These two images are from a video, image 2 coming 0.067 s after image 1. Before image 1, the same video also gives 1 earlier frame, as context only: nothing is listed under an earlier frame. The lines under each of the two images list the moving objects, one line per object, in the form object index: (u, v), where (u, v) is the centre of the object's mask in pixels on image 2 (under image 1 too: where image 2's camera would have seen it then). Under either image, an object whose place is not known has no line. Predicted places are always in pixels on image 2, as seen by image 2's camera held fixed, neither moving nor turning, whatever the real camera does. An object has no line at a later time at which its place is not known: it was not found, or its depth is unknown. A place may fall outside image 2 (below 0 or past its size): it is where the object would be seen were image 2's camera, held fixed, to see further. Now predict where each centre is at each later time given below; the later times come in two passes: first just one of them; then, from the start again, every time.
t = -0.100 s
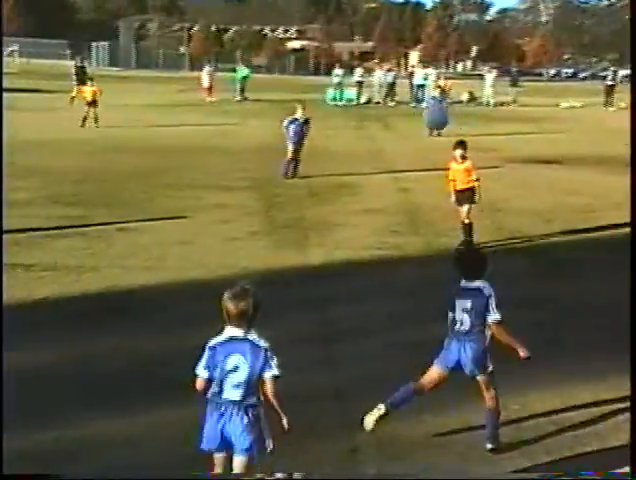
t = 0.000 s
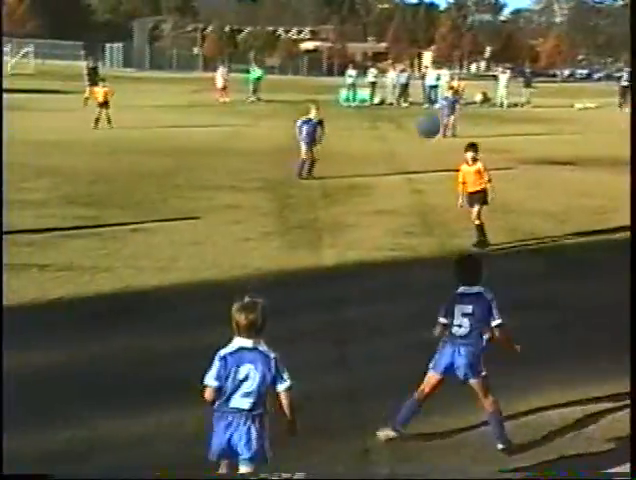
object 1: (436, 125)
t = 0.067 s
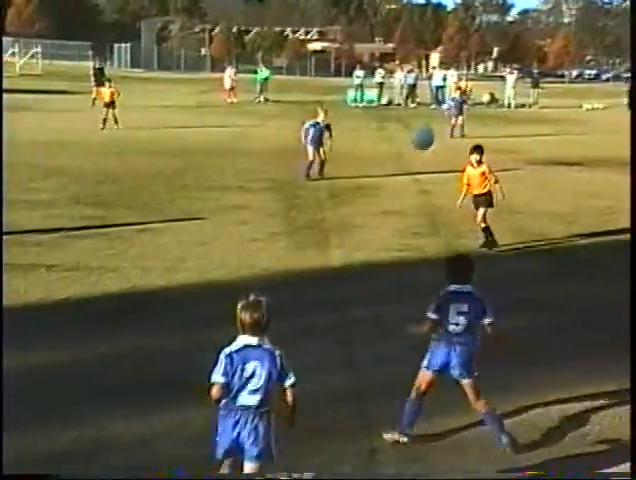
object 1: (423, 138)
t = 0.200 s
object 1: (401, 173)
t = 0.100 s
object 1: (417, 145)
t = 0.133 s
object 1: (409, 153)
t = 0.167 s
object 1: (405, 161)
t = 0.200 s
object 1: (401, 173)
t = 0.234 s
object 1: (392, 185)
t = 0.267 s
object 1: (388, 193)
